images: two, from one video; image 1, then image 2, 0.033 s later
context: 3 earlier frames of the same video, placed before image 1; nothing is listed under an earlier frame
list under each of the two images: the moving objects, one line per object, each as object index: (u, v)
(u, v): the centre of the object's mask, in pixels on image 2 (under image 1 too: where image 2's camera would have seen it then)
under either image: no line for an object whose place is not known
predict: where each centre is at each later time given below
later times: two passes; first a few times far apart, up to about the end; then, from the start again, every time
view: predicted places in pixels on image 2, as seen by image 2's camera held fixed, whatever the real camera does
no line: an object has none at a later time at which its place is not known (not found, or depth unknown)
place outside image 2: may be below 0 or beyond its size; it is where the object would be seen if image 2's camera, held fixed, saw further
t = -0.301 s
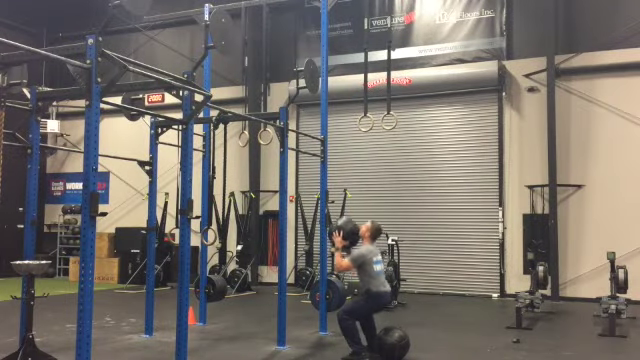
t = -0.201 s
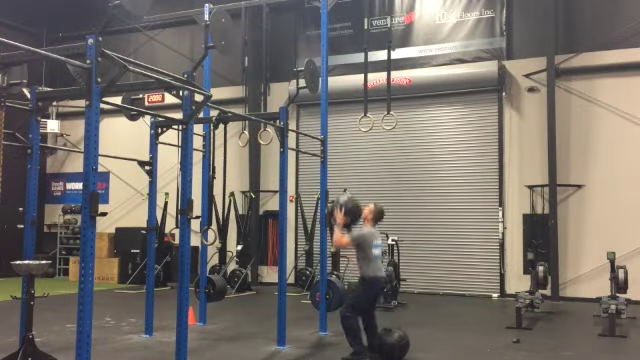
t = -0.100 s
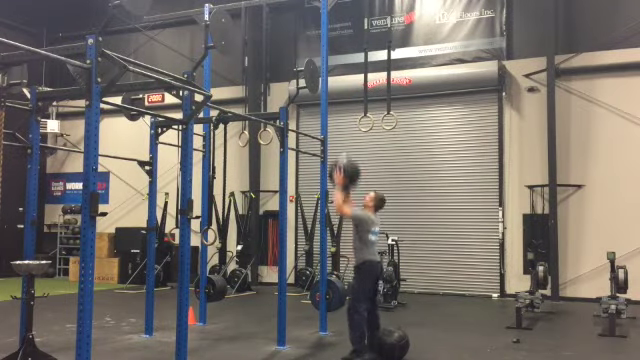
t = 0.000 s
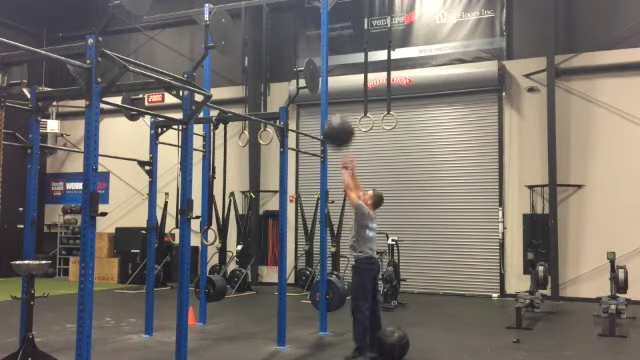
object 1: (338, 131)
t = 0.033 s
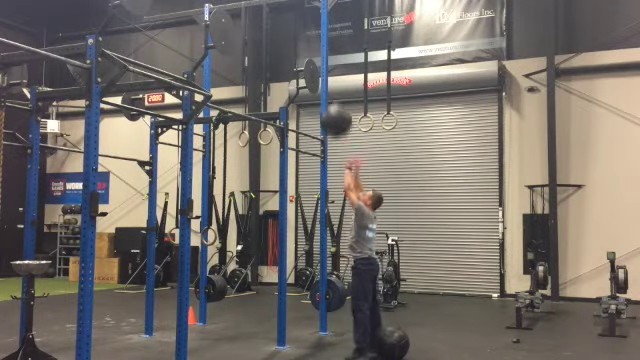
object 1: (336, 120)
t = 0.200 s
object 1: (328, 79)
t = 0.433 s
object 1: (330, 68)
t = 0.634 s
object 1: (337, 93)
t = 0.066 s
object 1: (334, 109)
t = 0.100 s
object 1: (331, 101)
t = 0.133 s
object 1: (330, 93)
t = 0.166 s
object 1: (329, 86)
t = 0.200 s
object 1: (328, 79)
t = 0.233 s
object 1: (326, 75)
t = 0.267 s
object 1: (326, 72)
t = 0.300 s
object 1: (326, 69)
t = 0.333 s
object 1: (327, 68)
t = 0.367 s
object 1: (329, 66)
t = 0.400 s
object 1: (330, 67)
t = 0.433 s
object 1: (330, 68)
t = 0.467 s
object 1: (332, 70)
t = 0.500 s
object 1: (332, 72)
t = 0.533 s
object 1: (333, 76)
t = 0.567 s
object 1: (335, 80)
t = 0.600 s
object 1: (336, 86)
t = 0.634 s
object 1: (337, 93)
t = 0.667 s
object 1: (338, 100)
